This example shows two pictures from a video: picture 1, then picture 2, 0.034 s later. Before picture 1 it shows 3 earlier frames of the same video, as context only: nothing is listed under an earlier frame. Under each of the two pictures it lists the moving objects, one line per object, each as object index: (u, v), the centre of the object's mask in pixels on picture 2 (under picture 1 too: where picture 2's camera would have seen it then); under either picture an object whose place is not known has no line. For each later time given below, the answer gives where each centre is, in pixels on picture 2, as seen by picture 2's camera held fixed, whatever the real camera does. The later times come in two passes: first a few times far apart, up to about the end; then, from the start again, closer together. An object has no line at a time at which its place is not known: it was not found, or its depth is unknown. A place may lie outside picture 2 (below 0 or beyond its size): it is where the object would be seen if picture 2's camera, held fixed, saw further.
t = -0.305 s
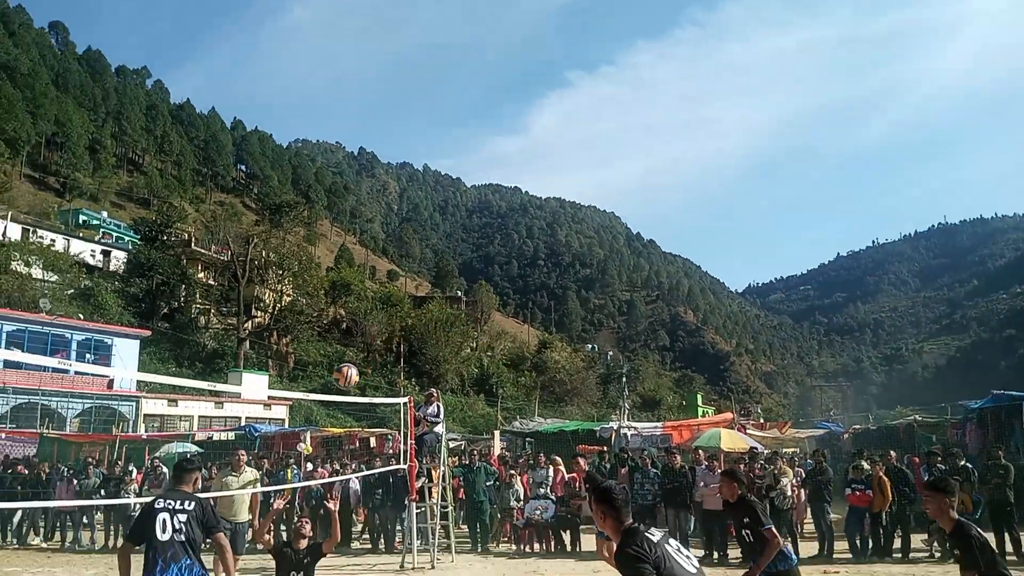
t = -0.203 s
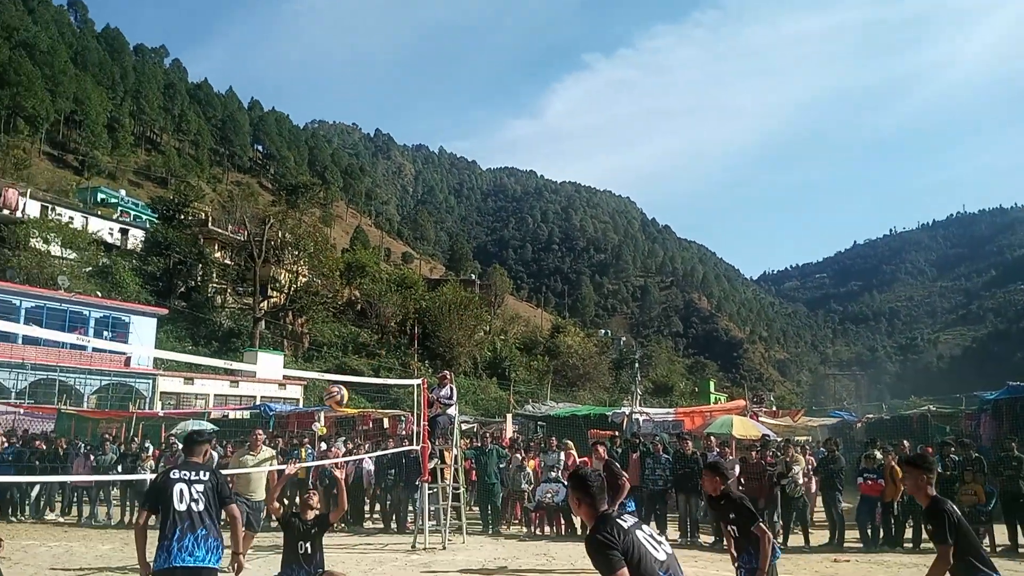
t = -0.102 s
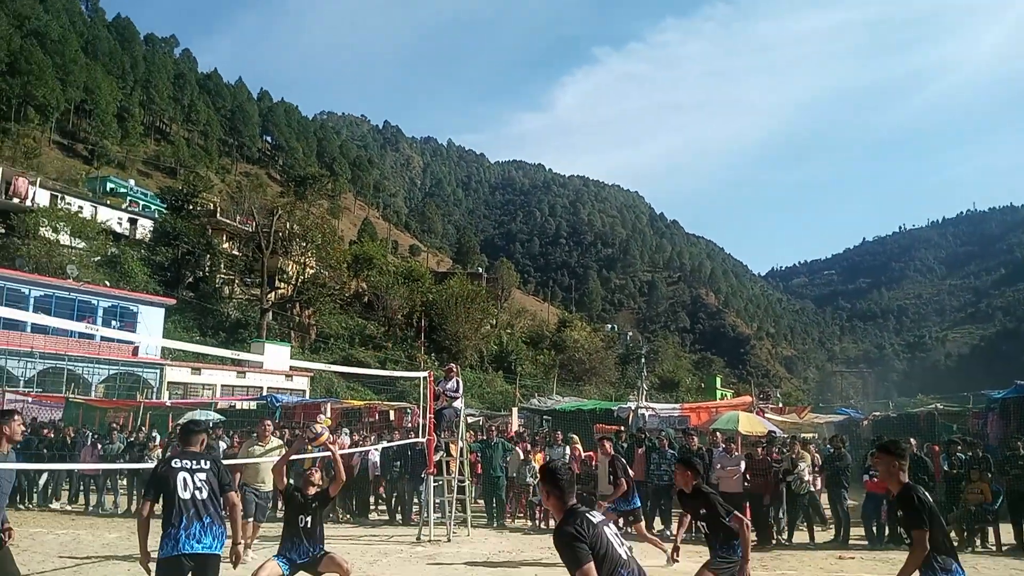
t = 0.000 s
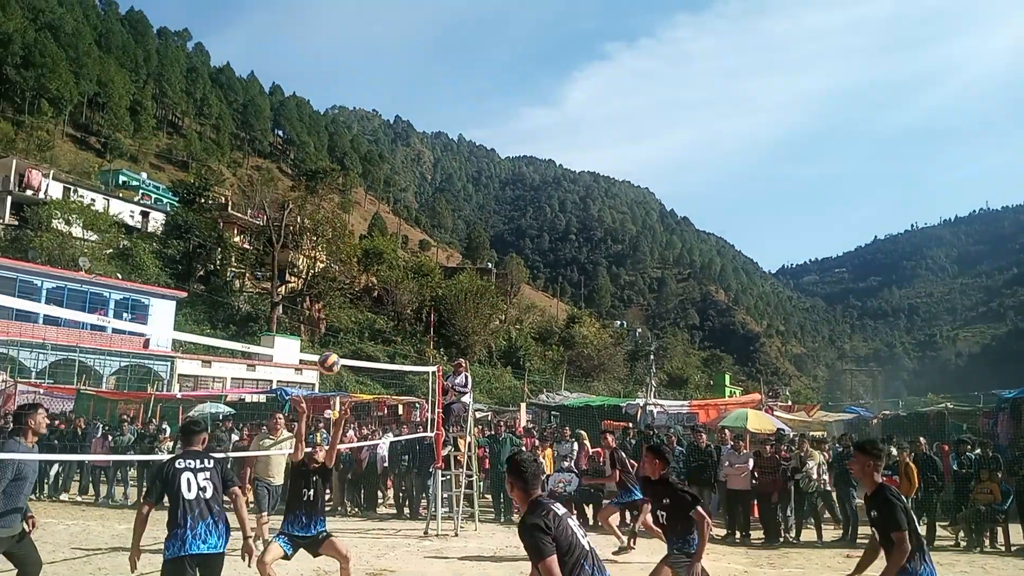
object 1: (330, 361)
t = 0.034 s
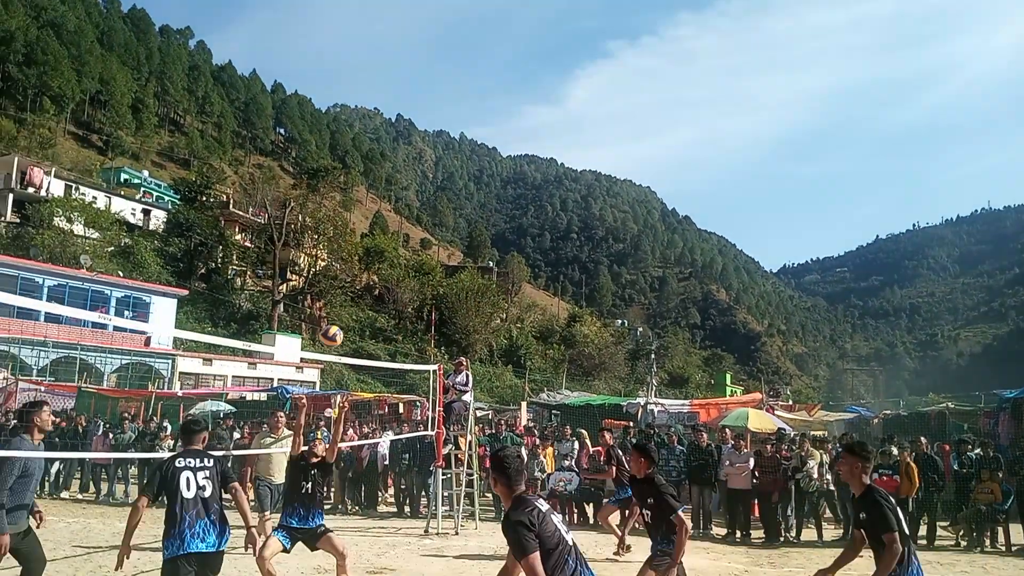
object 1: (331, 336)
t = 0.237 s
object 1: (337, 214)
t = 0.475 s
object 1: (337, 125)
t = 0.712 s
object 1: (333, 92)
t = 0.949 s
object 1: (323, 112)
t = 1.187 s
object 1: (307, 189)
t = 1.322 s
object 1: (296, 261)
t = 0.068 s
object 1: (333, 313)
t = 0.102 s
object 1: (334, 290)
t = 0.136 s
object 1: (335, 269)
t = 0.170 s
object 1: (336, 249)
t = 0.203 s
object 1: (336, 231)
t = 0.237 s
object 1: (337, 214)
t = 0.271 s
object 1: (337, 197)
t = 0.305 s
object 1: (337, 182)
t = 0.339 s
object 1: (338, 168)
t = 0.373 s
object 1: (338, 156)
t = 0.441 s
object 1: (338, 134)
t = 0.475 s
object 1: (337, 125)
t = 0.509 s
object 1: (337, 116)
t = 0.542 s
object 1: (336, 110)
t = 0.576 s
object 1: (336, 104)
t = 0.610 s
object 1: (335, 100)
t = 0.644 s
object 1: (335, 96)
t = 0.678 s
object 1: (334, 93)
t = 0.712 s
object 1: (333, 92)
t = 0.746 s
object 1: (332, 92)
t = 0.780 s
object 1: (331, 92)
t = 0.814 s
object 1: (329, 94)
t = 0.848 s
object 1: (328, 97)
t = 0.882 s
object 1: (326, 101)
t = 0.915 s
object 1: (325, 106)
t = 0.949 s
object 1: (323, 112)
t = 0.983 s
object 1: (322, 119)
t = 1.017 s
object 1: (320, 128)
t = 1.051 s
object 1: (318, 138)
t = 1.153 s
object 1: (310, 175)
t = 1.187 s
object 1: (307, 189)
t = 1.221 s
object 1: (305, 204)
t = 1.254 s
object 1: (302, 222)
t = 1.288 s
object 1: (298, 241)
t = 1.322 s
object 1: (296, 261)
